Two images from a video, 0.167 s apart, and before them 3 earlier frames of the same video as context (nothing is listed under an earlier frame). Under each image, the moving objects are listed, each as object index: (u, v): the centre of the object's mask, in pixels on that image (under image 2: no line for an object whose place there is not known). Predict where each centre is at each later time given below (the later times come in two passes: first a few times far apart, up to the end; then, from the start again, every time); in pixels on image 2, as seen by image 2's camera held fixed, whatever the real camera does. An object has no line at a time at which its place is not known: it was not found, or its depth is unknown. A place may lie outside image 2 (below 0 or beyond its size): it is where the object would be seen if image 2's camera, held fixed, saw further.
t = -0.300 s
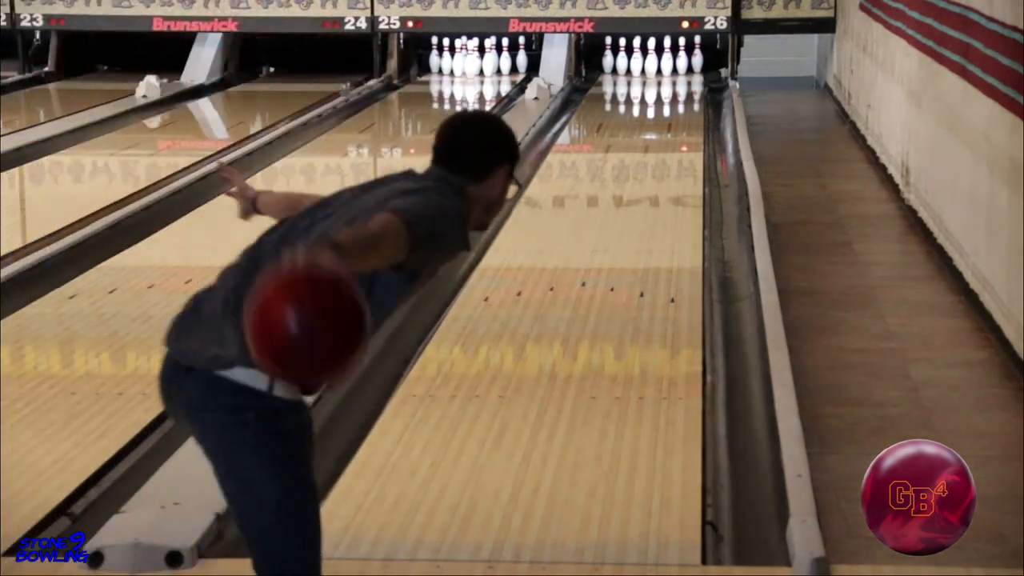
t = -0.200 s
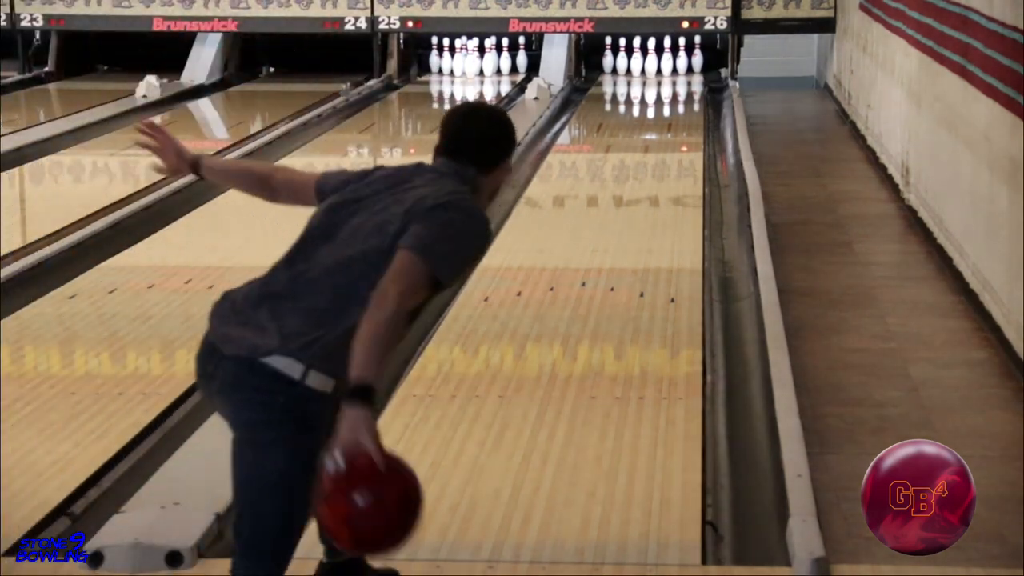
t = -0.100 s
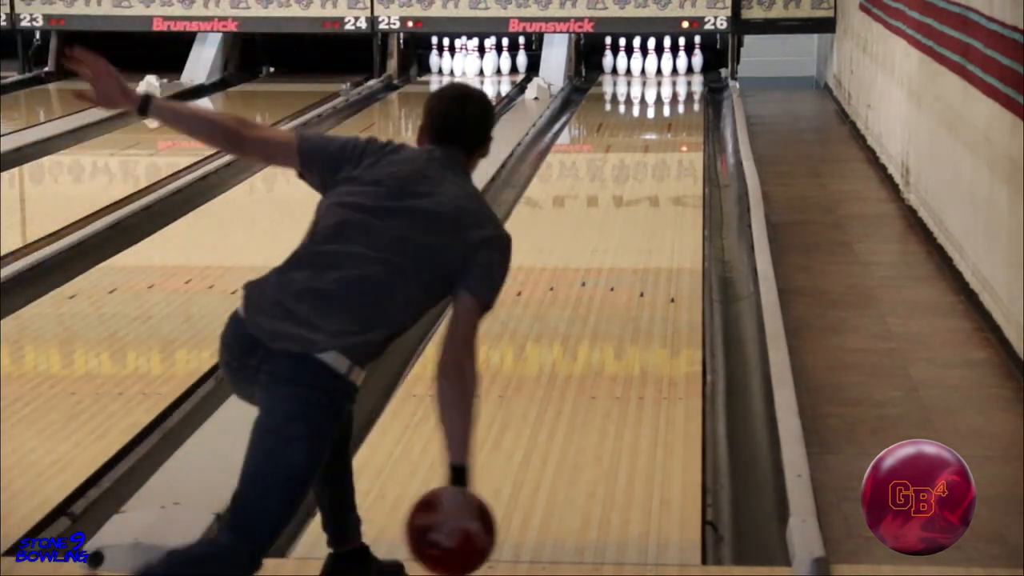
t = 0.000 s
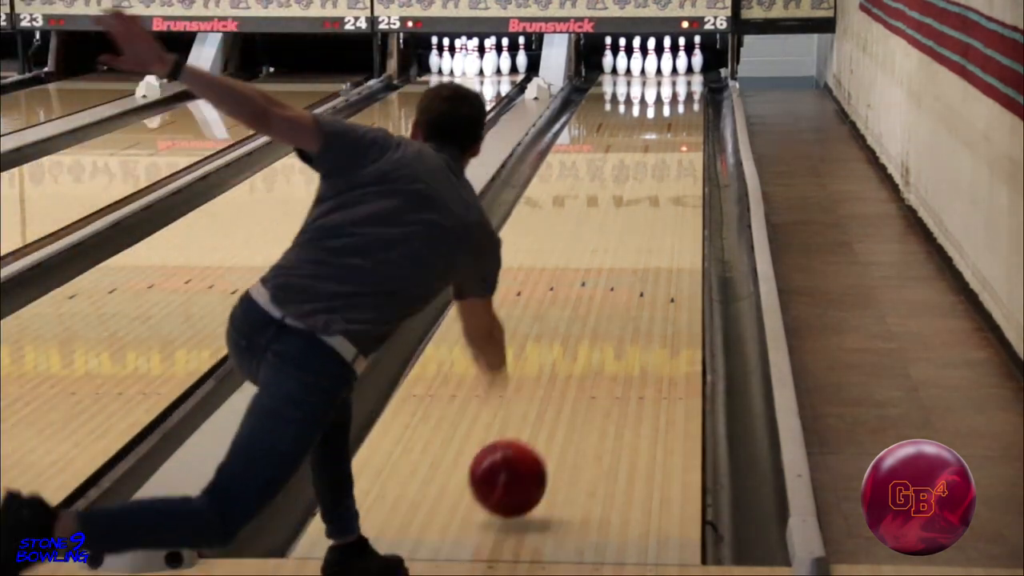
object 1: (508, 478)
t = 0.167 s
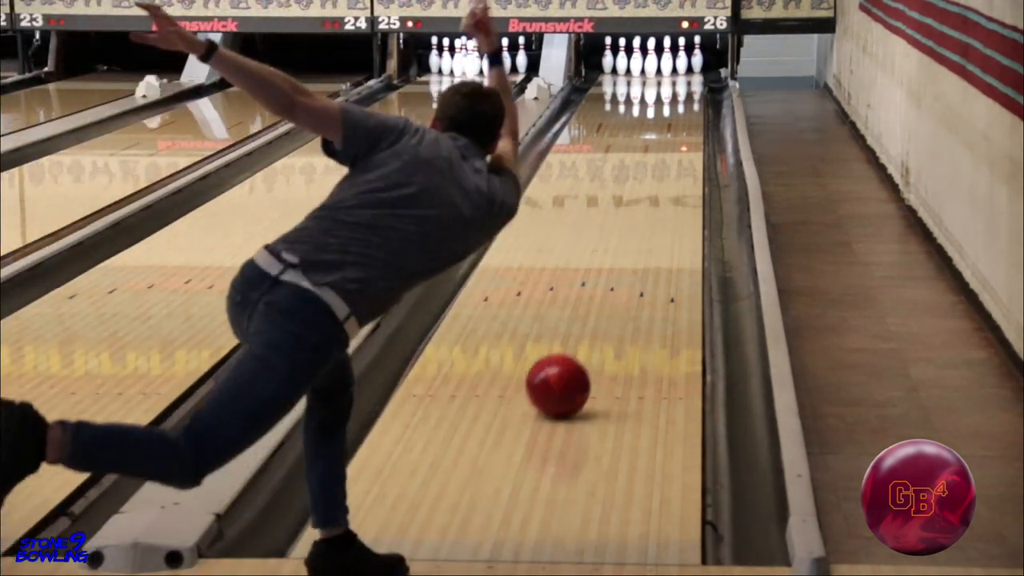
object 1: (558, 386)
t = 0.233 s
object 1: (574, 355)
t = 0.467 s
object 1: (613, 274)
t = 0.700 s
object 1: (640, 217)
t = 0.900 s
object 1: (655, 181)
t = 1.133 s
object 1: (667, 147)
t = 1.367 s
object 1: (674, 122)
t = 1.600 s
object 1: (677, 102)
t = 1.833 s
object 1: (674, 86)
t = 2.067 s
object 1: (665, 74)
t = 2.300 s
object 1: (661, 65)
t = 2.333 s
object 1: (662, 64)
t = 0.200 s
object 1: (566, 370)
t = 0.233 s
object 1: (574, 355)
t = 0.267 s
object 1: (581, 341)
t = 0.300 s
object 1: (587, 328)
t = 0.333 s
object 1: (593, 316)
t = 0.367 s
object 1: (599, 304)
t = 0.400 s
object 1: (604, 294)
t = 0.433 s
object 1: (609, 283)
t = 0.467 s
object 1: (613, 274)
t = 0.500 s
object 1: (618, 264)
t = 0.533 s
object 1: (622, 255)
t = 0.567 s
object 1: (626, 247)
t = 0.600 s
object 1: (630, 239)
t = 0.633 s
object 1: (633, 231)
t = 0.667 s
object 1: (636, 224)
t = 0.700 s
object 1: (640, 217)
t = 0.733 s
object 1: (642, 210)
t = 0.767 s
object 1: (645, 204)
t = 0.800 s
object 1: (648, 198)
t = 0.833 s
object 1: (650, 192)
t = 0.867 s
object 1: (653, 186)
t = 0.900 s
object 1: (655, 181)
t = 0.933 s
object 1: (657, 175)
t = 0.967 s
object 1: (659, 170)
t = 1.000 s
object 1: (661, 165)
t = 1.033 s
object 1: (663, 161)
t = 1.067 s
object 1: (664, 156)
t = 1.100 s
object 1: (666, 151)
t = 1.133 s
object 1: (667, 147)
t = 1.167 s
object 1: (669, 143)
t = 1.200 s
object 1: (670, 139)
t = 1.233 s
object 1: (671, 135)
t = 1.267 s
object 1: (672, 132)
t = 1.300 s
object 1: (673, 128)
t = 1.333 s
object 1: (673, 125)
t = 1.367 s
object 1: (674, 122)
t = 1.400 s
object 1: (675, 118)
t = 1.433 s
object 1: (675, 116)
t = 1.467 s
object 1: (676, 113)
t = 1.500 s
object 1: (676, 110)
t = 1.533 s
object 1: (676, 107)
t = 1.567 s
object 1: (677, 104)
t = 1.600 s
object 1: (677, 102)
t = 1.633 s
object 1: (677, 99)
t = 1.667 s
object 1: (677, 97)
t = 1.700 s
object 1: (677, 94)
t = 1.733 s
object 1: (677, 92)
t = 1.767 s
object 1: (676, 90)
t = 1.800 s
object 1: (675, 88)
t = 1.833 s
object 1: (674, 86)
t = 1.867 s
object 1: (673, 84)
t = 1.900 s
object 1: (671, 82)
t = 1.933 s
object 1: (670, 80)
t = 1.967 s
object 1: (669, 79)
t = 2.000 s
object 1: (668, 77)
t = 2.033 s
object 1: (667, 76)
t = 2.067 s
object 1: (665, 74)
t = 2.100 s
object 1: (663, 72)
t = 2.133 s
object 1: (661, 70)
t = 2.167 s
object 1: (660, 68)
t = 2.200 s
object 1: (661, 67)
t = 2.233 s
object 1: (661, 67)
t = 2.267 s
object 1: (661, 66)
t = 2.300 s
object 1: (661, 65)
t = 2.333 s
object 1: (662, 64)
